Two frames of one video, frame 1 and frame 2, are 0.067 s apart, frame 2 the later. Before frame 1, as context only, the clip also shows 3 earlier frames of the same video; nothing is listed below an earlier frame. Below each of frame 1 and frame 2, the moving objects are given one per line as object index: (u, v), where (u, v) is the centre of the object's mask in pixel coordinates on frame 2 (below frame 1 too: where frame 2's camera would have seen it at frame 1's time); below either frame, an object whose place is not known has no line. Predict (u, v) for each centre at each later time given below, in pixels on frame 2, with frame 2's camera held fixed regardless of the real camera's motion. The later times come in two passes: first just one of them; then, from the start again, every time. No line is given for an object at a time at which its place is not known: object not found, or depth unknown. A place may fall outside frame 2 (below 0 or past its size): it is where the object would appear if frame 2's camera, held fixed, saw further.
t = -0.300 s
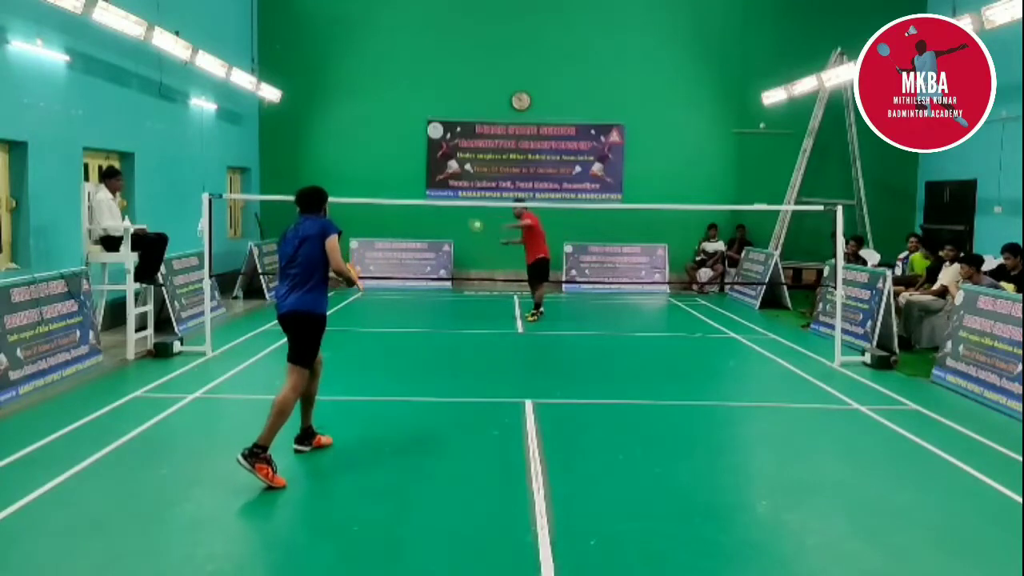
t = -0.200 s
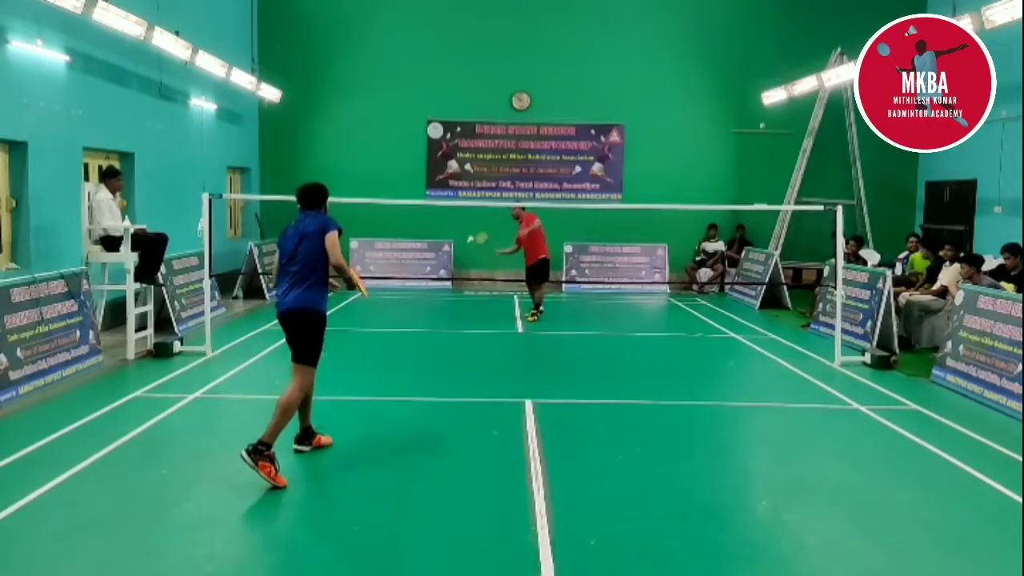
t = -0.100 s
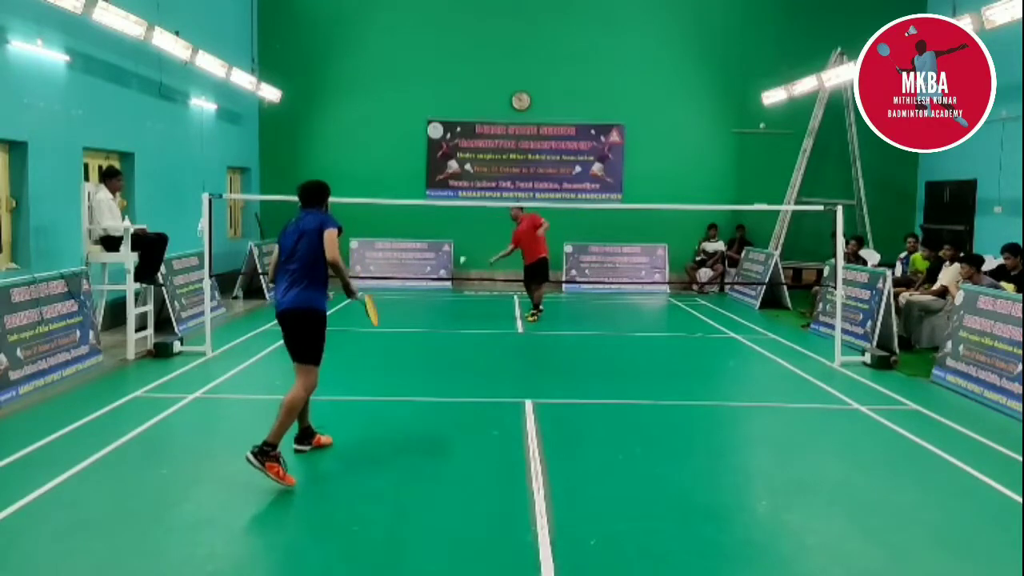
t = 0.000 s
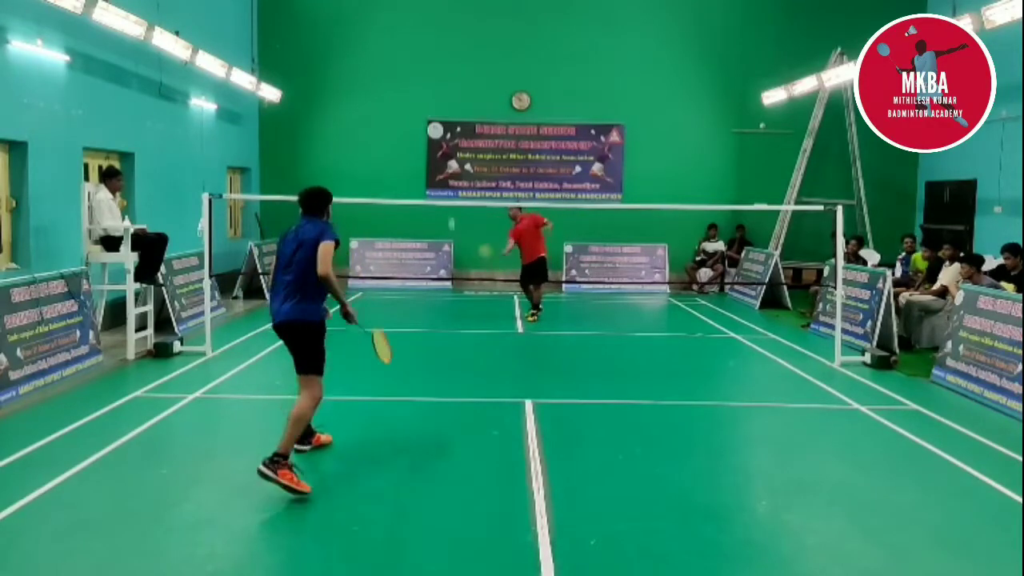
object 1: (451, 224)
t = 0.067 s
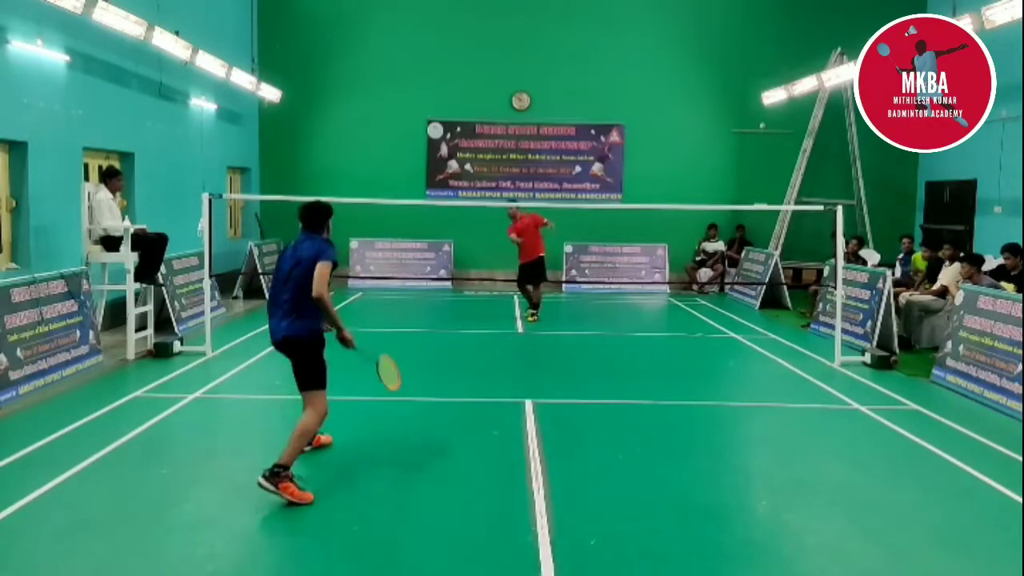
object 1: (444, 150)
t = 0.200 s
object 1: (430, 28)
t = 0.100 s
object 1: (440, 116)
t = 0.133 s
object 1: (437, 86)
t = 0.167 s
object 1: (433, 57)
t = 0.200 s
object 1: (430, 28)
